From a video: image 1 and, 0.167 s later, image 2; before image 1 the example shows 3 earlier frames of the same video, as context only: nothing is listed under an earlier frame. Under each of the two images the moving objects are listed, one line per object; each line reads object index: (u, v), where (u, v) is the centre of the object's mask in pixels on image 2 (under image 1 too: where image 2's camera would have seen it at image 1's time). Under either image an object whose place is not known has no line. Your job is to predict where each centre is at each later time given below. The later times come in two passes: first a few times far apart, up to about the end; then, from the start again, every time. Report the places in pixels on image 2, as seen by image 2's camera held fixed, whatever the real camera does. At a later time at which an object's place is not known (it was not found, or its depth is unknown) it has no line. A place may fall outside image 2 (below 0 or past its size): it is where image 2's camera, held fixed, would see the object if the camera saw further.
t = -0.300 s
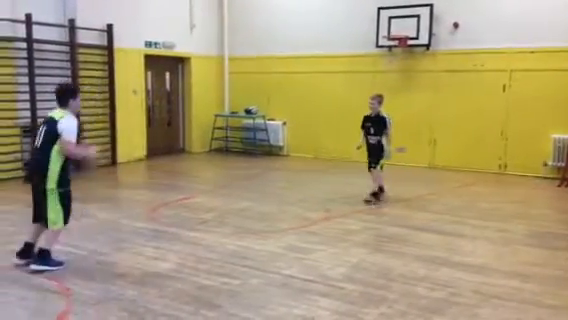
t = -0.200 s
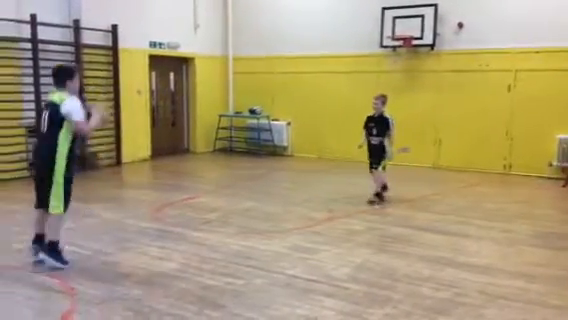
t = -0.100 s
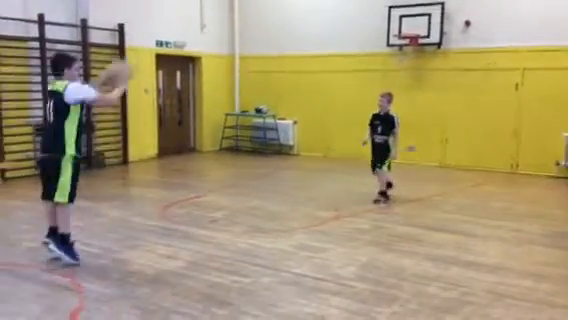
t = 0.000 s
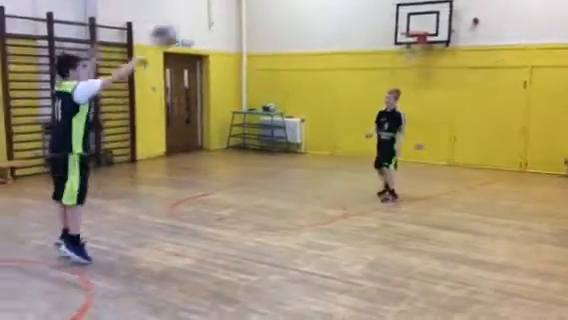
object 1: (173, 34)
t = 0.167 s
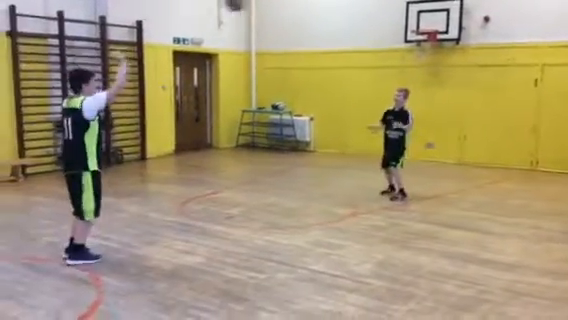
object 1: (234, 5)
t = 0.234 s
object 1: (256, 2)
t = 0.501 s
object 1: (334, 19)
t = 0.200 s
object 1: (245, 3)
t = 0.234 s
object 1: (256, 2)
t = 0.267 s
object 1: (267, 2)
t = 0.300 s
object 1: (277, 2)
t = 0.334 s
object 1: (288, 2)
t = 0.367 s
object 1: (298, 3)
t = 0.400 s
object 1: (308, 4)
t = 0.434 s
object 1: (317, 8)
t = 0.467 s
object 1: (326, 13)
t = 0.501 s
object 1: (334, 19)
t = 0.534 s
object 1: (343, 26)
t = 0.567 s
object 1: (352, 35)
